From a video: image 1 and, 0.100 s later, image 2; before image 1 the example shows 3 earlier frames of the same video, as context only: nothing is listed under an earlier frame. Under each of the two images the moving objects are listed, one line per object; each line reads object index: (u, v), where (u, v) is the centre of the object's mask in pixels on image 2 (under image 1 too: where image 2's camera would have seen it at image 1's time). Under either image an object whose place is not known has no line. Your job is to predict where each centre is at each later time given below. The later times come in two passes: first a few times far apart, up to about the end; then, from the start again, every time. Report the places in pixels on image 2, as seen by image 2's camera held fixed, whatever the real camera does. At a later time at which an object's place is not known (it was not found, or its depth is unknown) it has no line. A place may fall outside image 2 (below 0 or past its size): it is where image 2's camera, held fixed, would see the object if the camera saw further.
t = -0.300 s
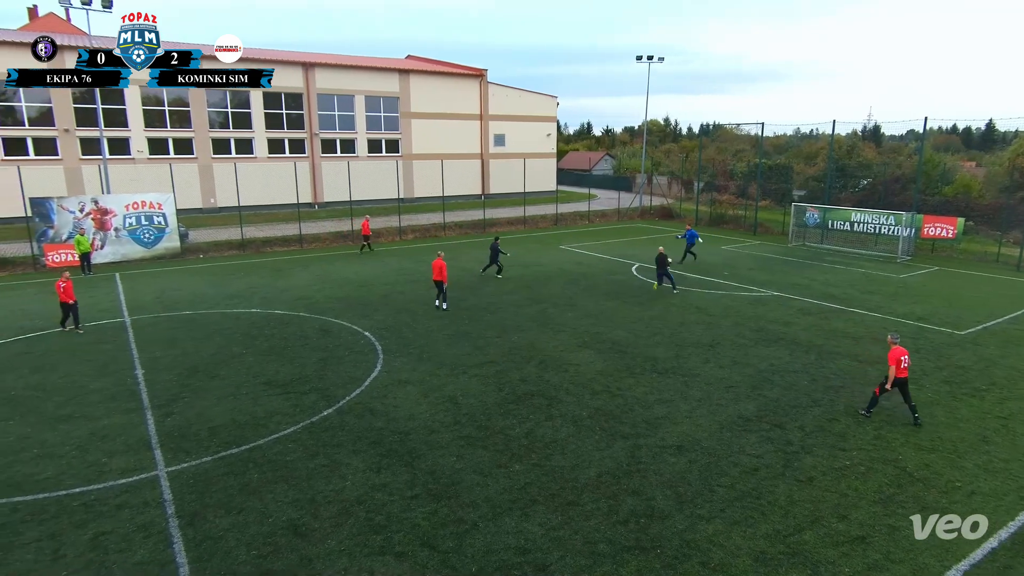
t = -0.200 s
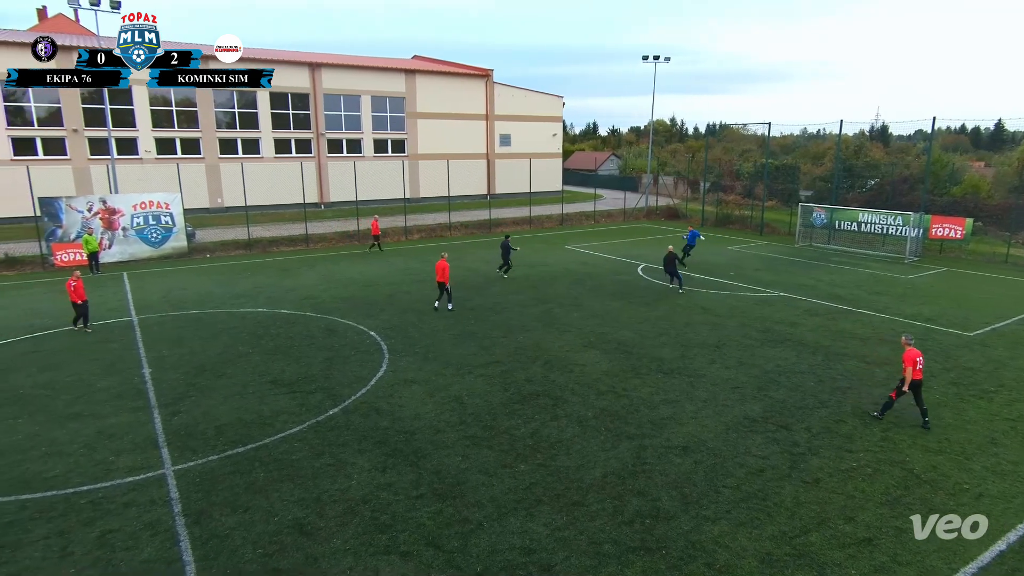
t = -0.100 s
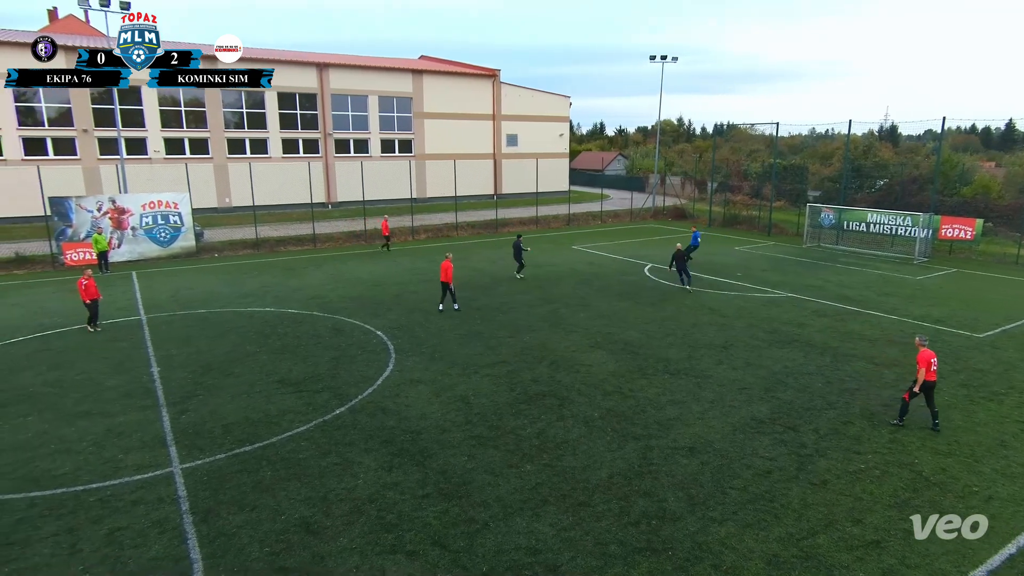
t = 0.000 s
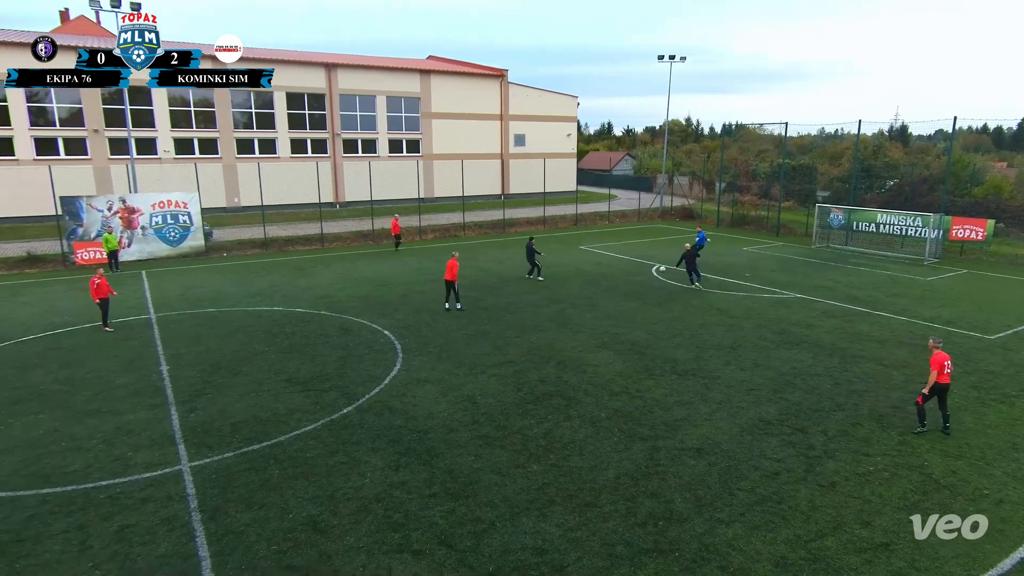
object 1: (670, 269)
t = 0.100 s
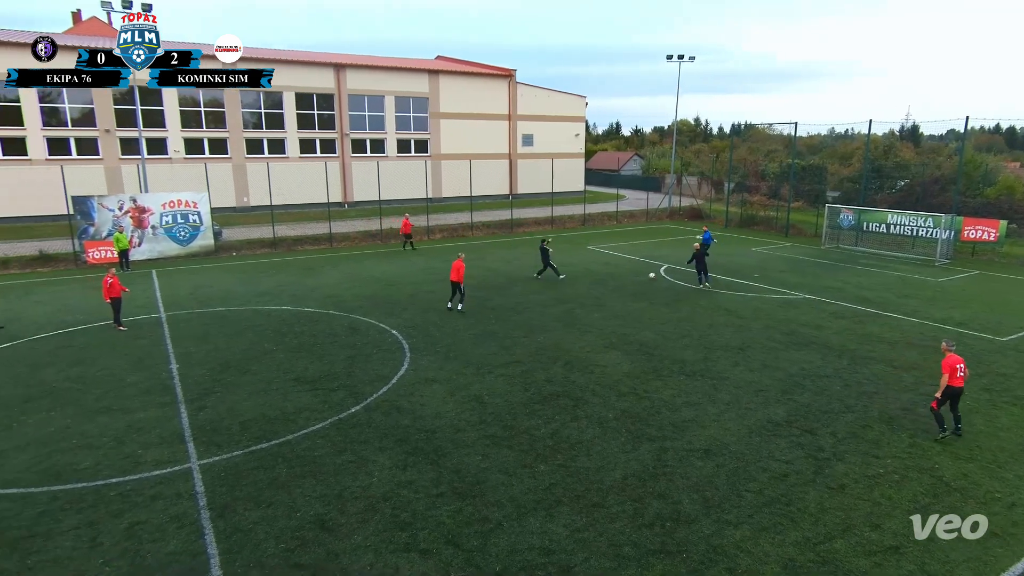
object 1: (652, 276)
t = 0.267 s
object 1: (620, 289)
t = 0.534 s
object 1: (565, 313)
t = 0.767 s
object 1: (513, 339)
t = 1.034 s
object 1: (450, 368)
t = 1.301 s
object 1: (380, 408)
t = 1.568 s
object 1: (291, 457)
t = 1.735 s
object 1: (221, 496)
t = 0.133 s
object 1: (646, 278)
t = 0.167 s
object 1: (639, 281)
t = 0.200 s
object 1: (633, 284)
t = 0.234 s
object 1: (626, 287)
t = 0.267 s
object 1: (620, 289)
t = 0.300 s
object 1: (613, 291)
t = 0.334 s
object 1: (607, 293)
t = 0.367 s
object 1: (600, 295)
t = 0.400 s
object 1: (593, 299)
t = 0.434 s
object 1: (586, 302)
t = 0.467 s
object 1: (579, 307)
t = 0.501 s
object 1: (572, 311)
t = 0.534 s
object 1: (565, 313)
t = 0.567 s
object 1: (558, 315)
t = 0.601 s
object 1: (551, 317)
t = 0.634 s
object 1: (544, 320)
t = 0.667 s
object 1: (537, 324)
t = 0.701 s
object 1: (529, 328)
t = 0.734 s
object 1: (521, 333)
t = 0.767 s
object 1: (513, 339)
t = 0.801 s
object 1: (505, 343)
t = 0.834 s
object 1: (498, 344)
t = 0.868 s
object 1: (491, 347)
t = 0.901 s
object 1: (483, 349)
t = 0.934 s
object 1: (475, 353)
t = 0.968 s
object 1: (467, 358)
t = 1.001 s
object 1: (459, 363)
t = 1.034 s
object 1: (450, 368)
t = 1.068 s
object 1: (441, 375)
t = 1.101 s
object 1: (433, 380)
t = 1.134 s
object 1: (425, 383)
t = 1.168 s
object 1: (416, 386)
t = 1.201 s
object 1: (407, 390)
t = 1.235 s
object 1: (398, 395)
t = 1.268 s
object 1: (389, 401)
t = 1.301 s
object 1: (380, 408)
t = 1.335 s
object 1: (370, 414)
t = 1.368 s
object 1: (360, 418)
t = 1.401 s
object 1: (349, 424)
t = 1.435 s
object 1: (338, 430)
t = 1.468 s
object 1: (327, 437)
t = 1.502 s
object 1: (315, 443)
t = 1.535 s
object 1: (303, 450)
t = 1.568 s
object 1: (291, 457)
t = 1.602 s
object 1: (278, 464)
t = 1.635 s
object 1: (265, 472)
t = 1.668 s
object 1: (250, 479)
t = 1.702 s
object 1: (236, 487)
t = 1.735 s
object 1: (221, 496)
